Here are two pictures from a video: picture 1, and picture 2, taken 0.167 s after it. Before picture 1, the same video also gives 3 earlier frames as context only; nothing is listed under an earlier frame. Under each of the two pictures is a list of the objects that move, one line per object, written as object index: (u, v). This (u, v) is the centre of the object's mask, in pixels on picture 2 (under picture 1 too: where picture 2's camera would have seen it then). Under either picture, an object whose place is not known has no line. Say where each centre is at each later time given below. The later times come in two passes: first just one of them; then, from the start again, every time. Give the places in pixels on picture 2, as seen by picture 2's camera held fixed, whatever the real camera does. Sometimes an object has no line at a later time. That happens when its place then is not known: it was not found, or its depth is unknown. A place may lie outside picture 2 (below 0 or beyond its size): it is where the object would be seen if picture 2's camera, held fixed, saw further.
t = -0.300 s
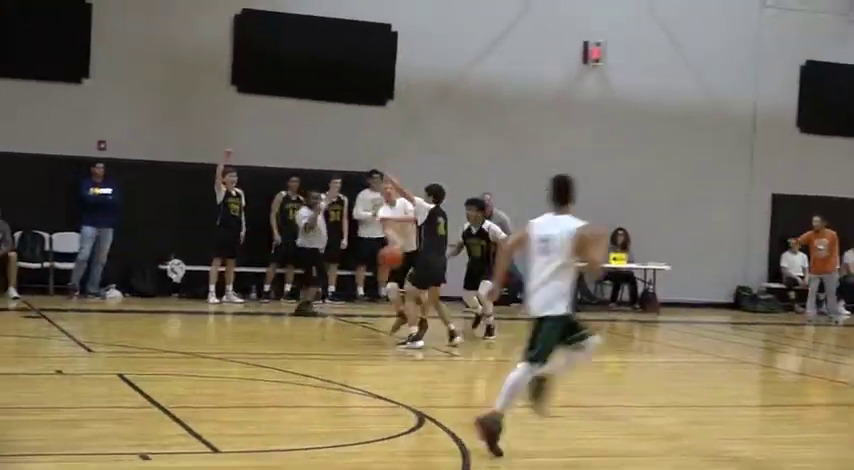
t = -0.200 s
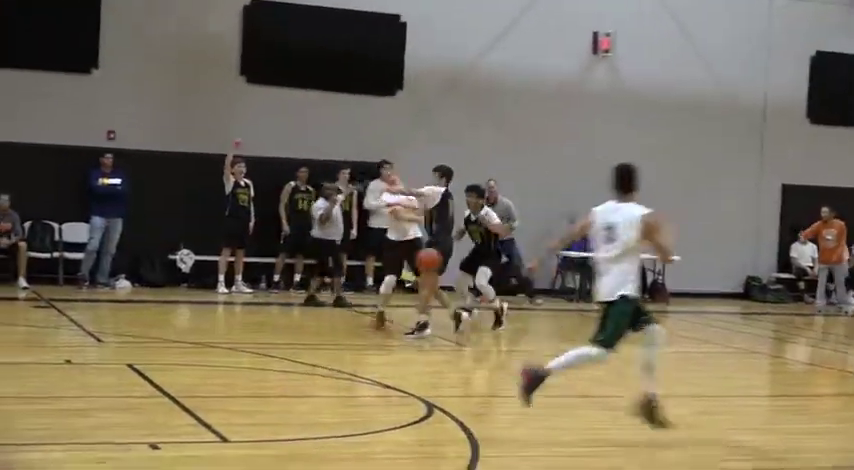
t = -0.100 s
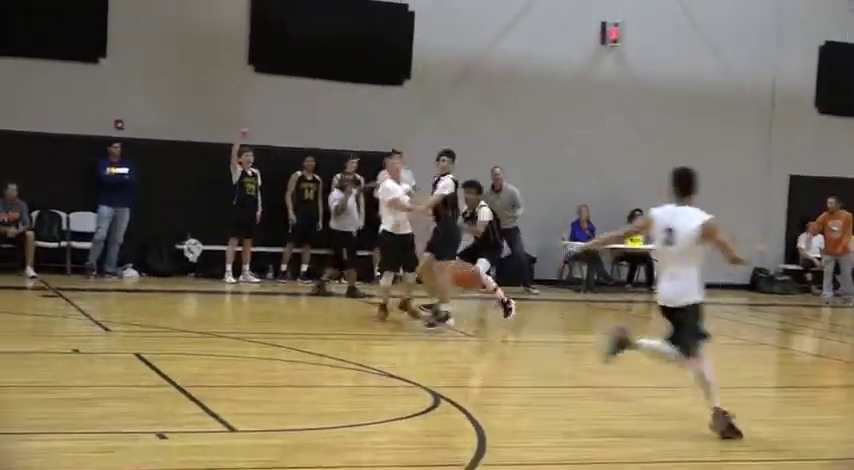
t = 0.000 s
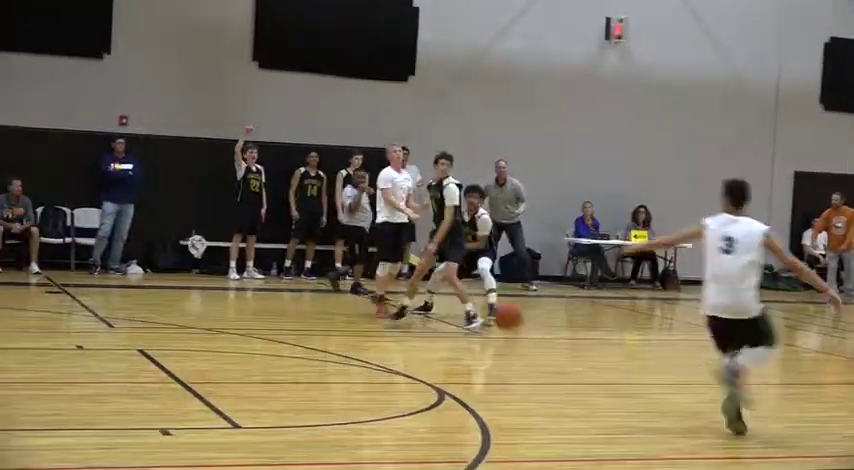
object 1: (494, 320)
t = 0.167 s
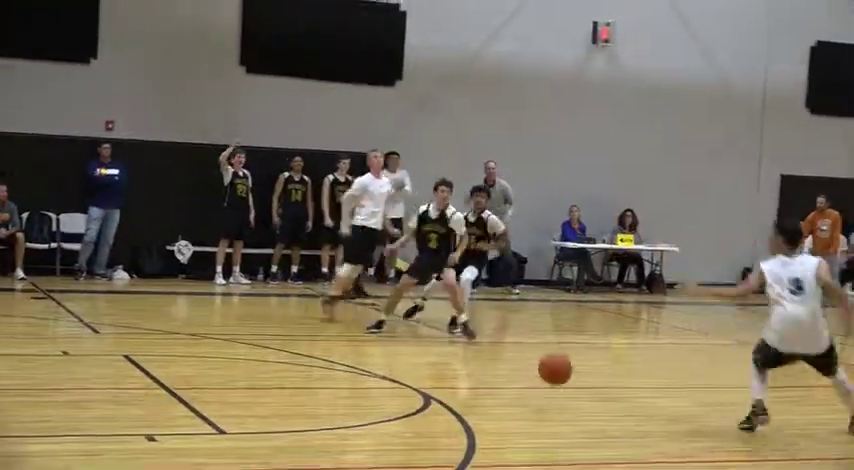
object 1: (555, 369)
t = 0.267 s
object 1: (590, 346)
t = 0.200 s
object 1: (566, 360)
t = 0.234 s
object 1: (578, 353)
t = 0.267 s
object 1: (590, 346)
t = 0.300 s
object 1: (602, 342)
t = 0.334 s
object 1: (614, 338)
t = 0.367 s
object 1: (628, 336)
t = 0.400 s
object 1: (641, 335)
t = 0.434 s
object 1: (655, 335)
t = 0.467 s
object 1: (670, 339)
